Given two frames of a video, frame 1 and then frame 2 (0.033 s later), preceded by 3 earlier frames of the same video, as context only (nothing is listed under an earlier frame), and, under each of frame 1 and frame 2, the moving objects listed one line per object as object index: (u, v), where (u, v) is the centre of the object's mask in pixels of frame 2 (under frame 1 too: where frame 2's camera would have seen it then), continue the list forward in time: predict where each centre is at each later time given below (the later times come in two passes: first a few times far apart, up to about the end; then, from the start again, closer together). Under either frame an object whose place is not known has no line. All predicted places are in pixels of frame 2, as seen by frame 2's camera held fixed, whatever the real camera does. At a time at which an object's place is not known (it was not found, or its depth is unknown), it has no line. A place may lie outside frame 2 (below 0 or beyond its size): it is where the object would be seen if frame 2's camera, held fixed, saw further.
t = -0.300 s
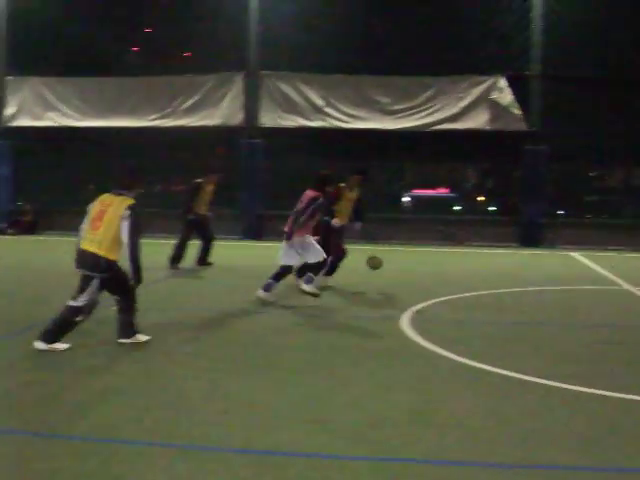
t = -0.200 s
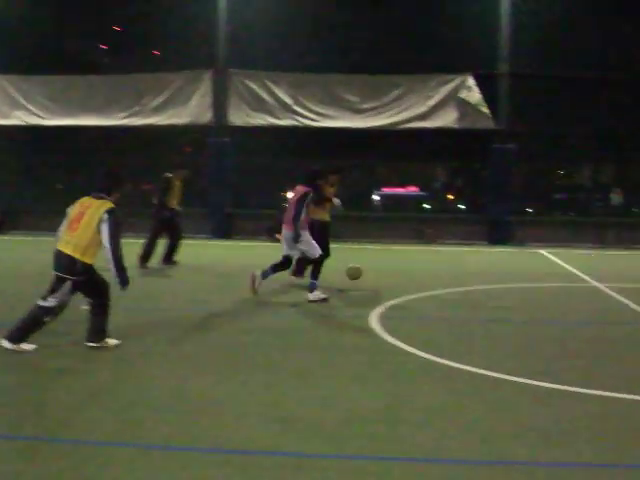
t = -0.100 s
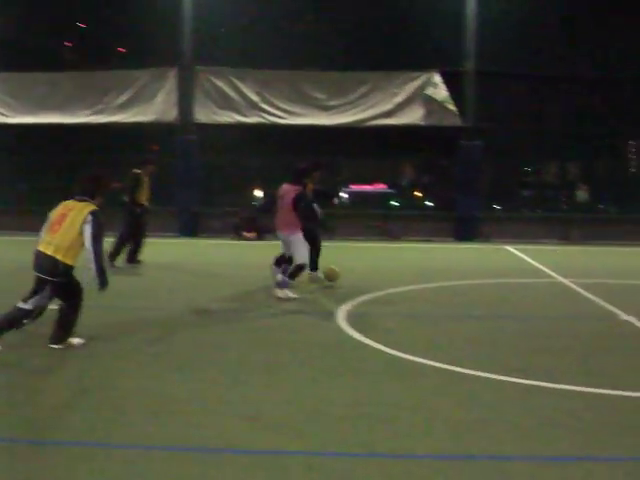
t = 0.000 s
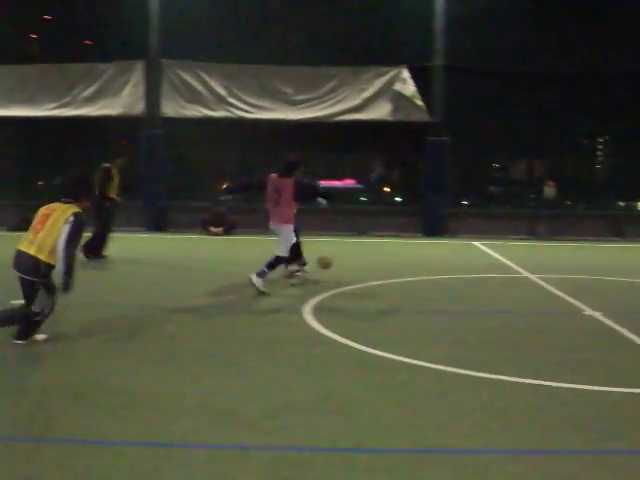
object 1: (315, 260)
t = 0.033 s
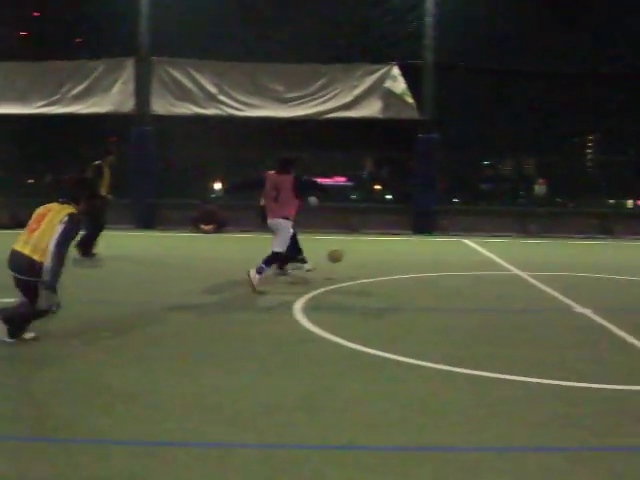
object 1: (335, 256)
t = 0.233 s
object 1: (440, 250)
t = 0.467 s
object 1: (536, 255)
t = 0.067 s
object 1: (354, 252)
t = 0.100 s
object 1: (373, 249)
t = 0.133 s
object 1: (390, 249)
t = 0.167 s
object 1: (408, 249)
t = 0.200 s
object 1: (424, 249)
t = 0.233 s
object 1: (440, 250)
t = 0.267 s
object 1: (458, 252)
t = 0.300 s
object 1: (472, 254)
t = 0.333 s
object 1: (487, 258)
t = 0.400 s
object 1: (514, 259)
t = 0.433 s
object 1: (525, 256)
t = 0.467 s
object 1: (536, 255)
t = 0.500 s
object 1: (547, 255)
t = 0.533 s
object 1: (558, 255)
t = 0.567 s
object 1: (569, 257)
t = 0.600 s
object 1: (579, 256)
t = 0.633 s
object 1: (588, 255)
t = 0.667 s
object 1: (597, 254)
